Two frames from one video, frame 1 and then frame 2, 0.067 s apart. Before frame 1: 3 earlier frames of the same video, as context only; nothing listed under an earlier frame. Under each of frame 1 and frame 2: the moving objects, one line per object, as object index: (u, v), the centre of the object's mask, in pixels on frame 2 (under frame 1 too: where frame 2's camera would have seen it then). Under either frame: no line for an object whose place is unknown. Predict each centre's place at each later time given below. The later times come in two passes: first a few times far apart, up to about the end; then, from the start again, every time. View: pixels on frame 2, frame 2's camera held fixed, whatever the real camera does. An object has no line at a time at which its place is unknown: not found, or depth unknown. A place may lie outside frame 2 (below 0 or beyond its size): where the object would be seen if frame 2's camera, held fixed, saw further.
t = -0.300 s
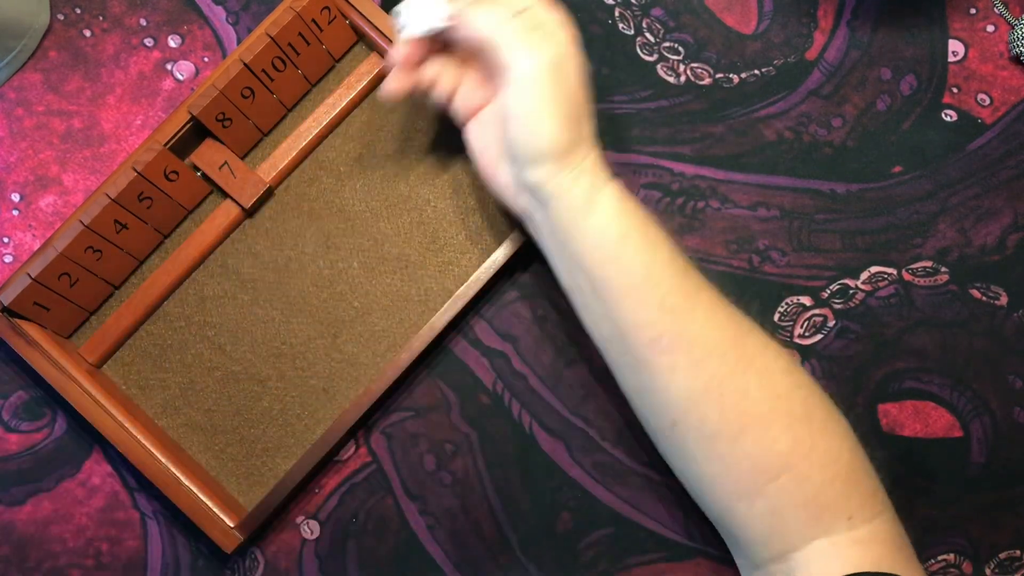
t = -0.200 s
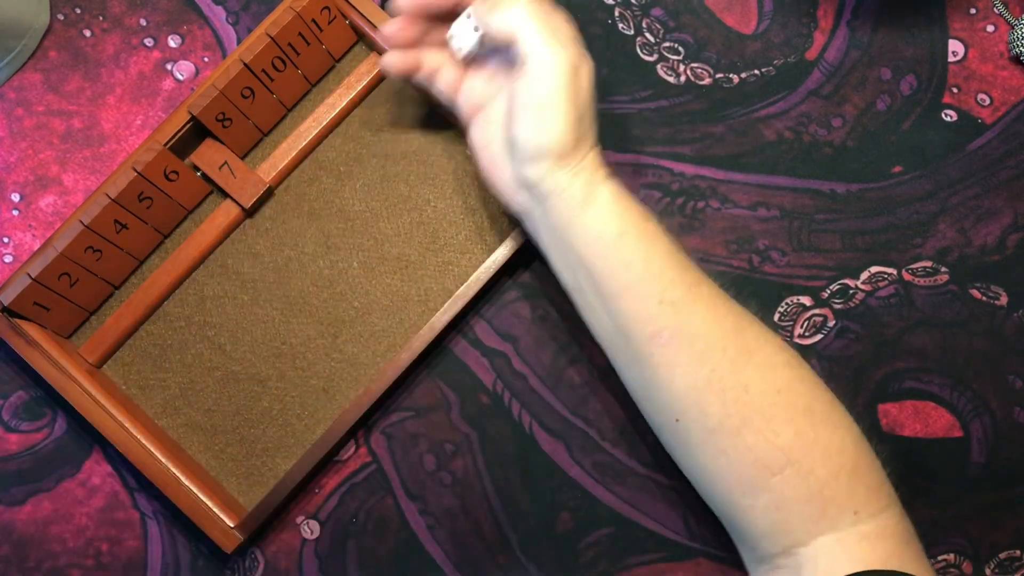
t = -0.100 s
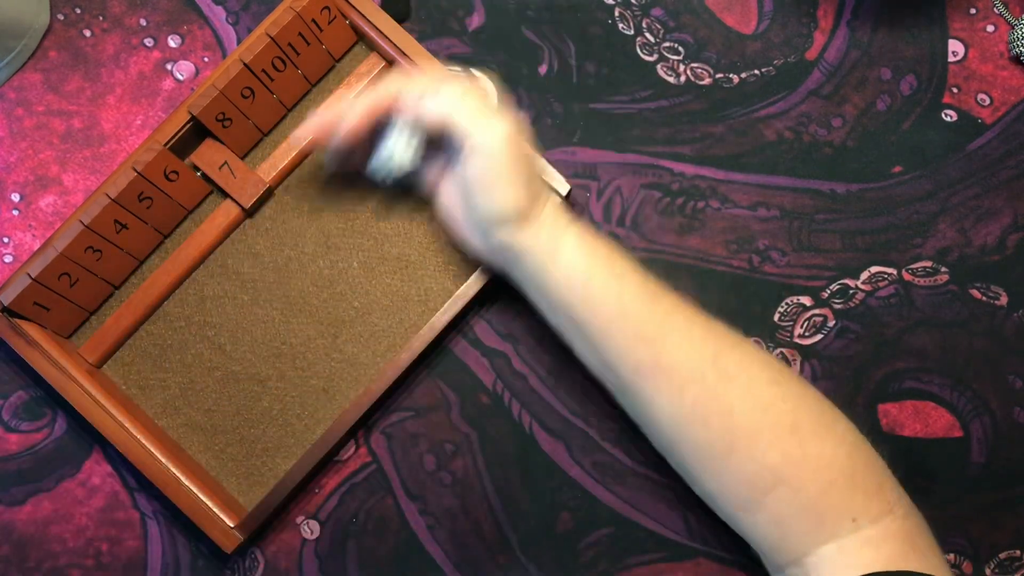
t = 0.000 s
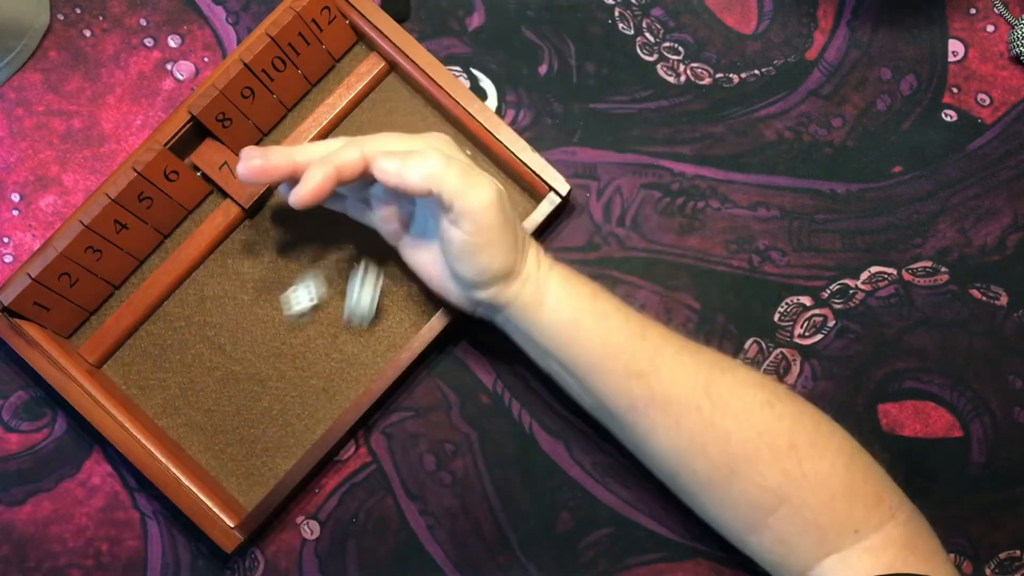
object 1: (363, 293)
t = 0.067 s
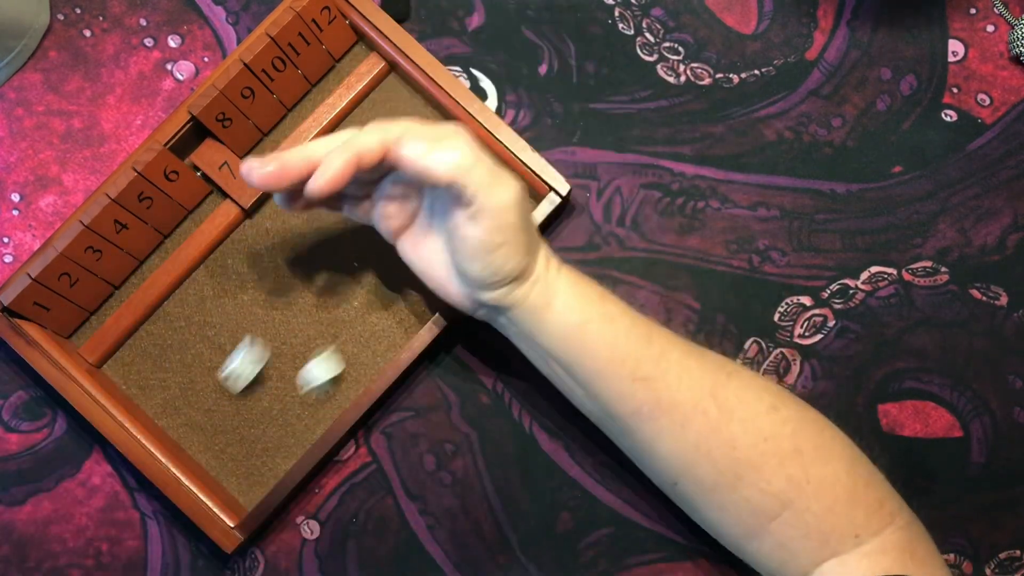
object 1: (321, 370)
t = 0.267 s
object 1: (252, 460)
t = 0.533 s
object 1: (278, 426)
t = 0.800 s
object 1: (277, 426)
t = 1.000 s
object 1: (277, 426)
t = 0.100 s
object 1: (298, 403)
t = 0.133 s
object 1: (267, 435)
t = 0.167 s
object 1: (248, 464)
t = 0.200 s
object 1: (235, 478)
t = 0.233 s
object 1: (243, 469)
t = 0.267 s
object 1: (252, 460)
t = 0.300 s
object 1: (257, 455)
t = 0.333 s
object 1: (259, 448)
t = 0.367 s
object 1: (262, 439)
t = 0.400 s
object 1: (265, 432)
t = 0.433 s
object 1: (269, 428)
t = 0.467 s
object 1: (273, 424)
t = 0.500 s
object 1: (276, 425)
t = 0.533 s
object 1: (278, 426)
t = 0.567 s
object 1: (278, 425)
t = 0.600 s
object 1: (278, 426)
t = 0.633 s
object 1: (278, 426)
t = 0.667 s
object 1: (278, 426)
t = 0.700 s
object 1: (277, 426)
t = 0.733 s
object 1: (277, 426)
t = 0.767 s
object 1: (277, 426)
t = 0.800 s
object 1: (277, 426)
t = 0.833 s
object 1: (277, 426)
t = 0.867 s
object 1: (277, 426)
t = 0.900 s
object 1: (277, 426)
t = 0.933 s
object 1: (277, 426)
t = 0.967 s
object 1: (277, 426)
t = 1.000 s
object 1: (277, 426)
